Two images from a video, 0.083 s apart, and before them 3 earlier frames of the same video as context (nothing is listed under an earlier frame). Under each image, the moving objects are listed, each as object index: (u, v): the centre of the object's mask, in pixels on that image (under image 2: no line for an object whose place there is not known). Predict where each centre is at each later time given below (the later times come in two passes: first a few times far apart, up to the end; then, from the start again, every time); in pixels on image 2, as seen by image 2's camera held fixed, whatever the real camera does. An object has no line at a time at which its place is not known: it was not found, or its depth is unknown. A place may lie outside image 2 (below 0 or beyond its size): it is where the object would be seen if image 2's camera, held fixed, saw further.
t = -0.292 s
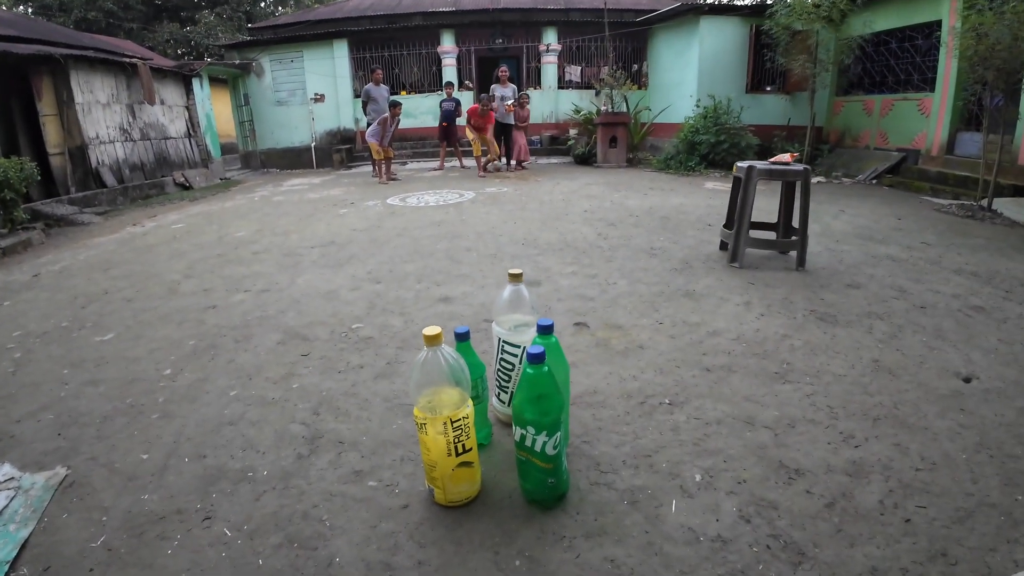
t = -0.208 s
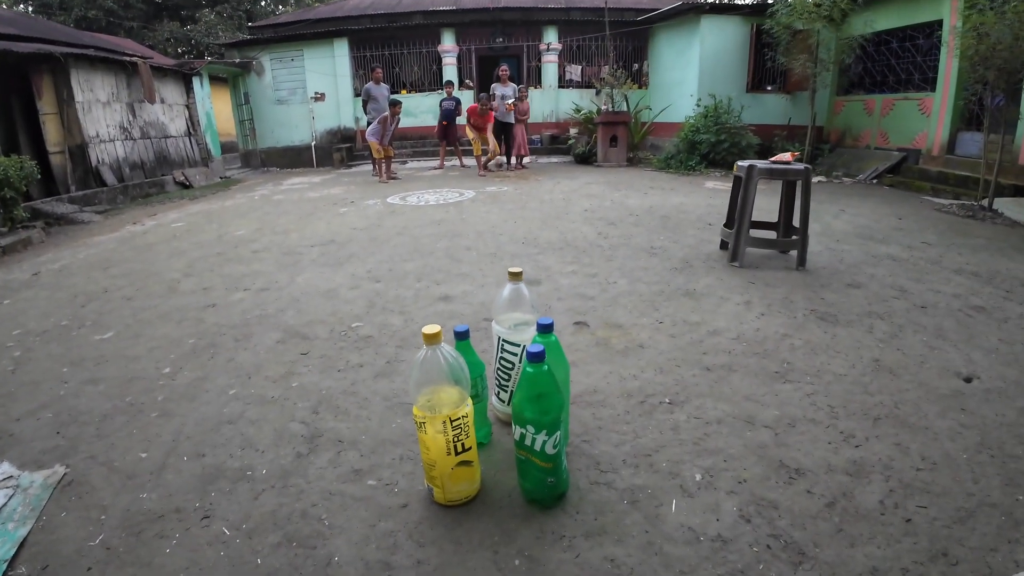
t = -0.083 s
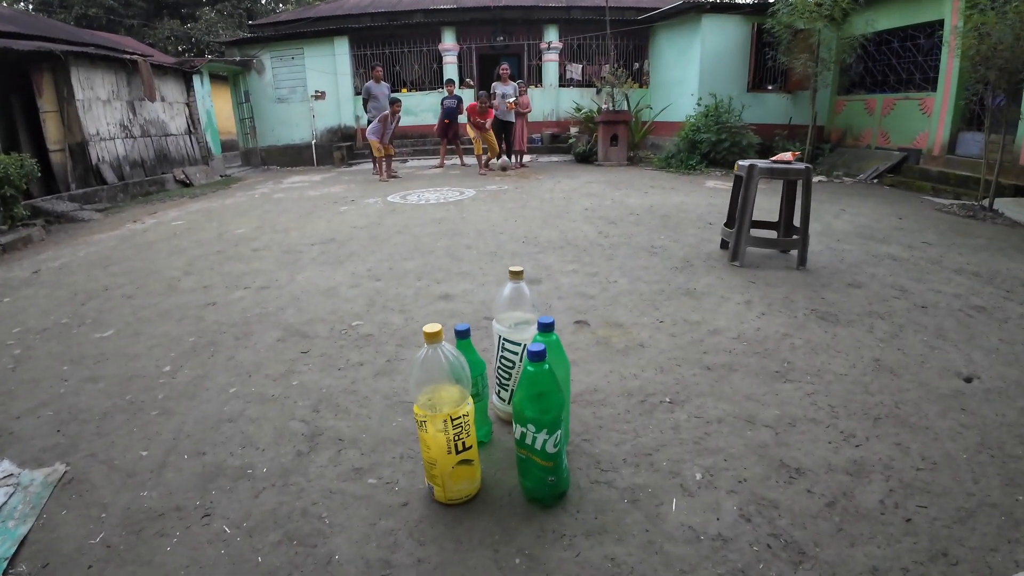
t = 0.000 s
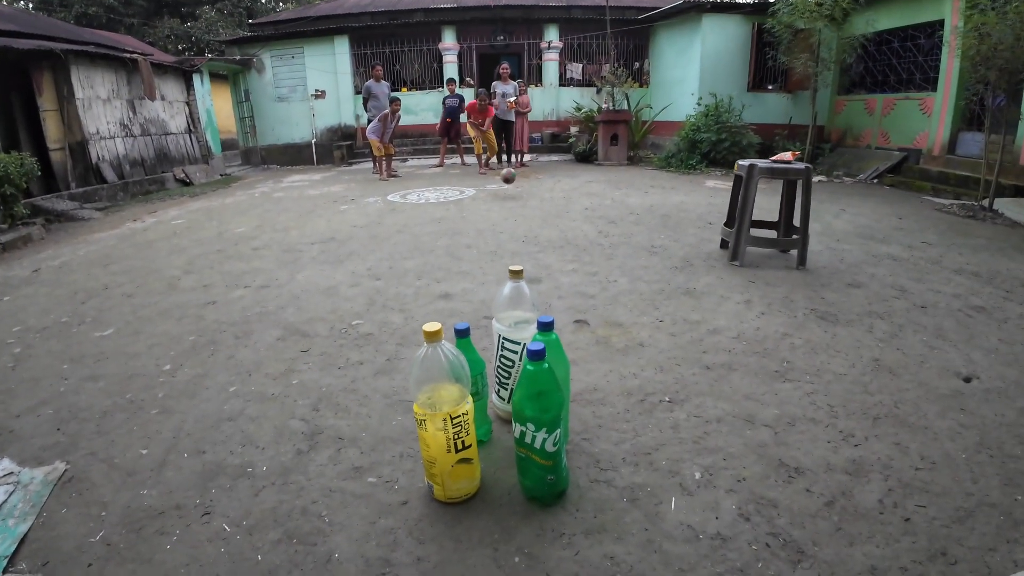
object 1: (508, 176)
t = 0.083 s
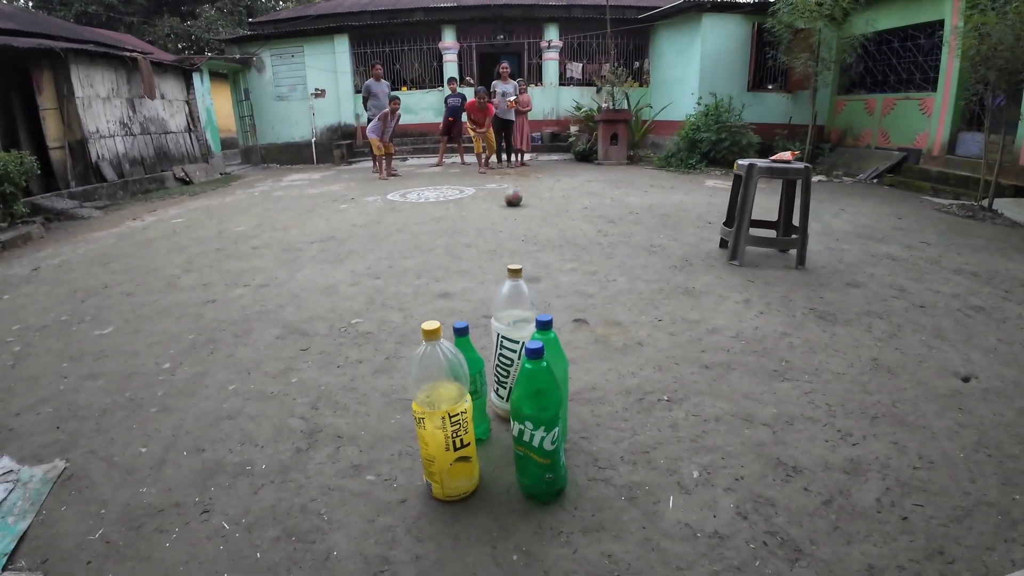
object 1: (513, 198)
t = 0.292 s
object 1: (525, 217)
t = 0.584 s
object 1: (552, 267)
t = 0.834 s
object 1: (608, 390)
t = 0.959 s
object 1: (675, 534)
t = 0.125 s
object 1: (515, 198)
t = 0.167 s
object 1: (517, 198)
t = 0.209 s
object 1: (519, 201)
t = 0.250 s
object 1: (522, 206)
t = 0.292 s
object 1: (525, 217)
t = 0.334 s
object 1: (527, 224)
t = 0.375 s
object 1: (530, 225)
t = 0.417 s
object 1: (534, 230)
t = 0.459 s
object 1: (538, 239)
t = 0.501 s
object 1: (542, 252)
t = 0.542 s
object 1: (547, 260)
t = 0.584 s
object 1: (552, 267)
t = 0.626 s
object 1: (558, 279)
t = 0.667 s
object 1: (566, 301)
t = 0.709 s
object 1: (573, 312)
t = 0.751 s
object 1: (583, 326)
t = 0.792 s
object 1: (595, 352)
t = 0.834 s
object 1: (608, 390)
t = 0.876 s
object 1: (625, 422)
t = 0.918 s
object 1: (647, 467)
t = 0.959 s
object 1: (675, 534)
